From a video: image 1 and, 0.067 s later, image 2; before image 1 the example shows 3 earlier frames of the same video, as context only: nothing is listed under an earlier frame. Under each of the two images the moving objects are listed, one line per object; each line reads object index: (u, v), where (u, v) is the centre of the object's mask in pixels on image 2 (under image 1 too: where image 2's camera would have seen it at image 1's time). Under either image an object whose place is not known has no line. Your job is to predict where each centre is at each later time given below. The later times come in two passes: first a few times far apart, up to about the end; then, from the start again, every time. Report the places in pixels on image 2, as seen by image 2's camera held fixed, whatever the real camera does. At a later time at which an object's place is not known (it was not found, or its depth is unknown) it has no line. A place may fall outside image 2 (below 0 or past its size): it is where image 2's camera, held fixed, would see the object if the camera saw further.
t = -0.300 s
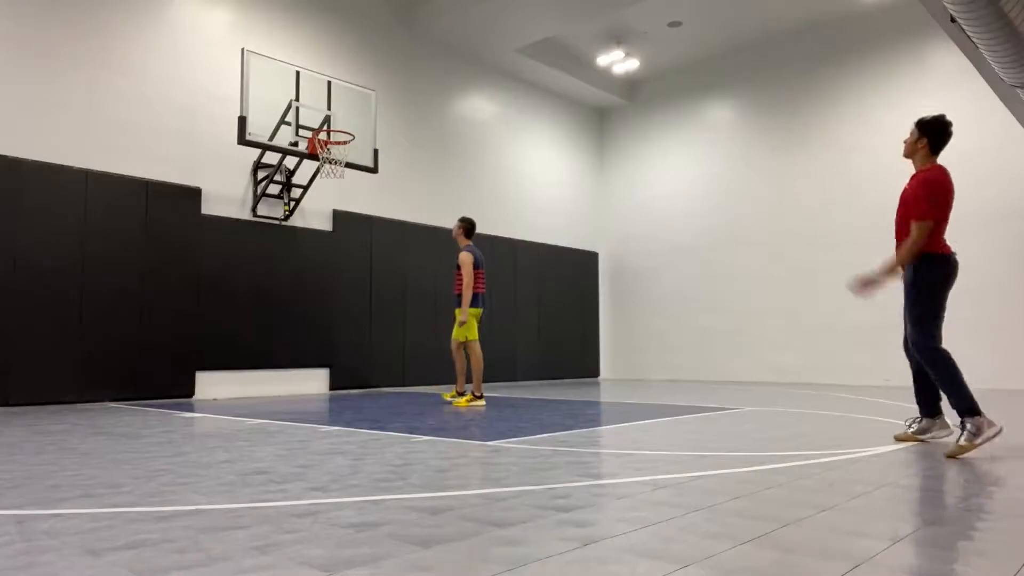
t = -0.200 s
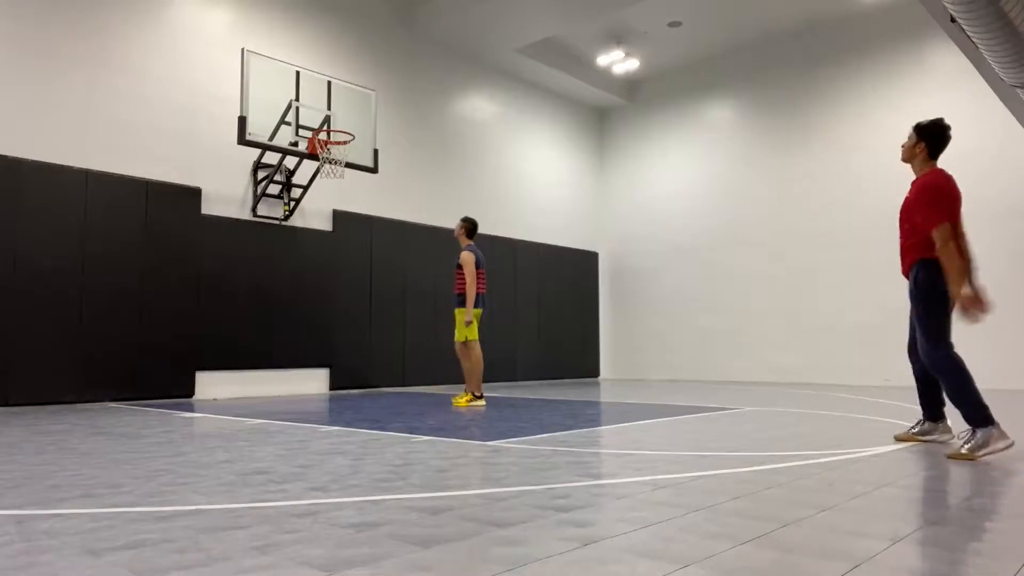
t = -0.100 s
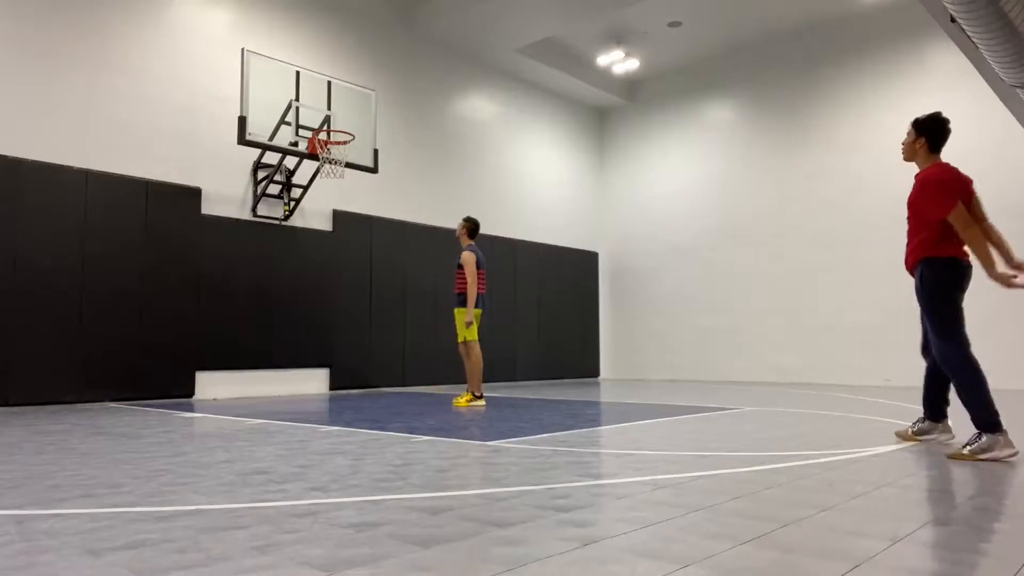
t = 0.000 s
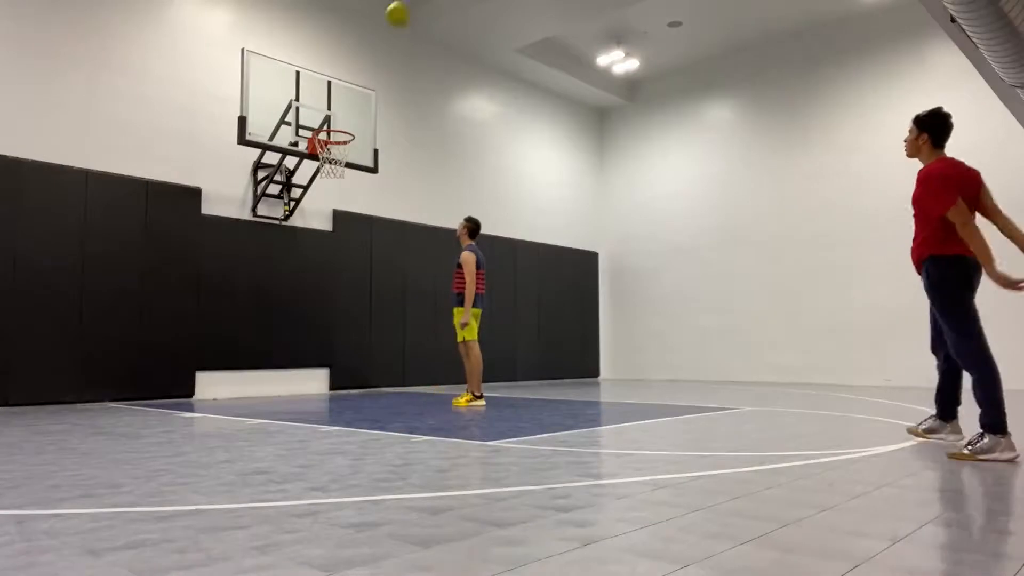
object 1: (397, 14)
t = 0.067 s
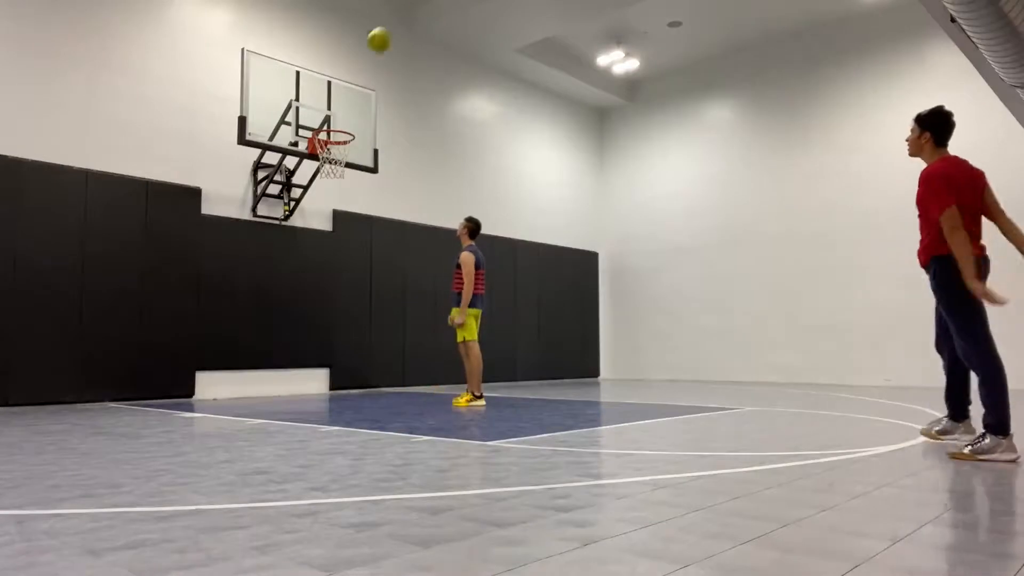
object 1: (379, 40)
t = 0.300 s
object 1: (331, 140)
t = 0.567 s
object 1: (349, 145)
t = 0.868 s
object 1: (327, 187)
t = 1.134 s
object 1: (304, 272)
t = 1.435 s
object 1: (280, 363)
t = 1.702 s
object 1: (270, 294)
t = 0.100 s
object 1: (370, 53)
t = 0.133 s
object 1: (361, 67)
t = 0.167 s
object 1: (353, 82)
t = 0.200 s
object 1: (344, 98)
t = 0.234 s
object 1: (336, 114)
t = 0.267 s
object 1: (328, 130)
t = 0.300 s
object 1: (331, 140)
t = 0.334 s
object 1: (339, 144)
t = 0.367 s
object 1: (346, 145)
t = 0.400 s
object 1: (349, 143)
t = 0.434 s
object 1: (350, 141)
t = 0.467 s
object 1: (351, 141)
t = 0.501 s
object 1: (351, 141)
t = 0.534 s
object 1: (350, 143)
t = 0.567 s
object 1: (349, 145)
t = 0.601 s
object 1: (348, 149)
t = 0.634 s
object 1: (346, 154)
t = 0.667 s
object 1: (344, 157)
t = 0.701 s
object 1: (340, 160)
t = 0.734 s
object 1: (338, 164)
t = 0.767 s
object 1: (336, 168)
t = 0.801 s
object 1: (333, 173)
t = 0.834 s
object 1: (330, 180)
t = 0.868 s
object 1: (327, 187)
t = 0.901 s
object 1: (324, 194)
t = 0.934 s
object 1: (321, 204)
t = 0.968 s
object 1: (318, 213)
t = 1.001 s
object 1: (316, 224)
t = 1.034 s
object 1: (313, 235)
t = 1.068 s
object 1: (310, 246)
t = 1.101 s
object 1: (307, 259)
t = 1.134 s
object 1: (304, 272)
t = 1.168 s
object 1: (301, 287)
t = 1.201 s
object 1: (299, 302)
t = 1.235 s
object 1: (296, 318)
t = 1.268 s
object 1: (293, 335)
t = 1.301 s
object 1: (290, 352)
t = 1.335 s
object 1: (287, 369)
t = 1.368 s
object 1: (284, 388)
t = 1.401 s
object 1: (282, 376)
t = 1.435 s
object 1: (280, 363)
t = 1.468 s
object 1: (279, 351)
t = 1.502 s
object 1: (277, 340)
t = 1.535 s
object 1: (275, 330)
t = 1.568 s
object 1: (273, 320)
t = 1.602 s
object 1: (272, 312)
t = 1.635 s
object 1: (270, 304)
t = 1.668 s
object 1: (269, 299)
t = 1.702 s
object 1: (270, 294)
